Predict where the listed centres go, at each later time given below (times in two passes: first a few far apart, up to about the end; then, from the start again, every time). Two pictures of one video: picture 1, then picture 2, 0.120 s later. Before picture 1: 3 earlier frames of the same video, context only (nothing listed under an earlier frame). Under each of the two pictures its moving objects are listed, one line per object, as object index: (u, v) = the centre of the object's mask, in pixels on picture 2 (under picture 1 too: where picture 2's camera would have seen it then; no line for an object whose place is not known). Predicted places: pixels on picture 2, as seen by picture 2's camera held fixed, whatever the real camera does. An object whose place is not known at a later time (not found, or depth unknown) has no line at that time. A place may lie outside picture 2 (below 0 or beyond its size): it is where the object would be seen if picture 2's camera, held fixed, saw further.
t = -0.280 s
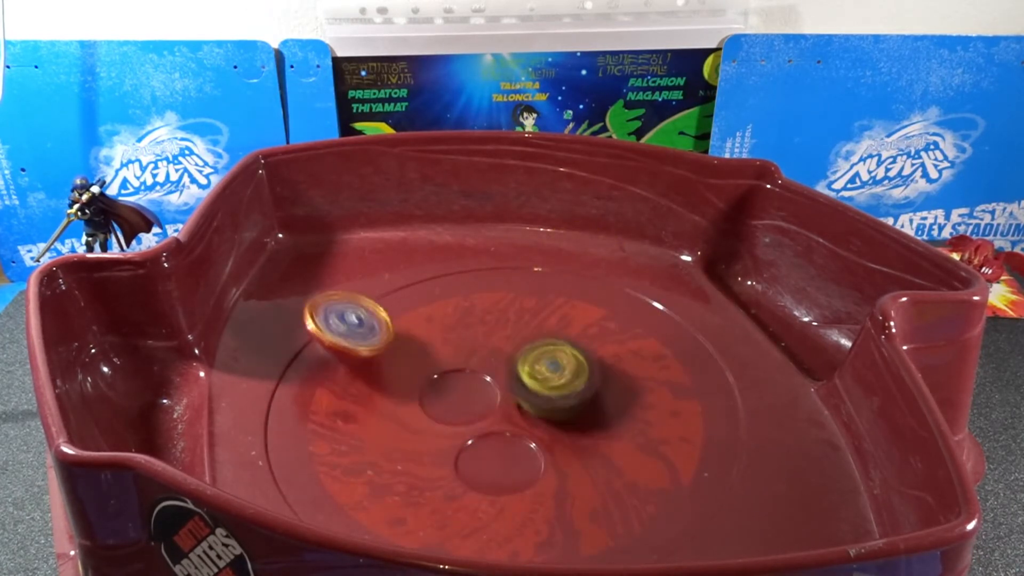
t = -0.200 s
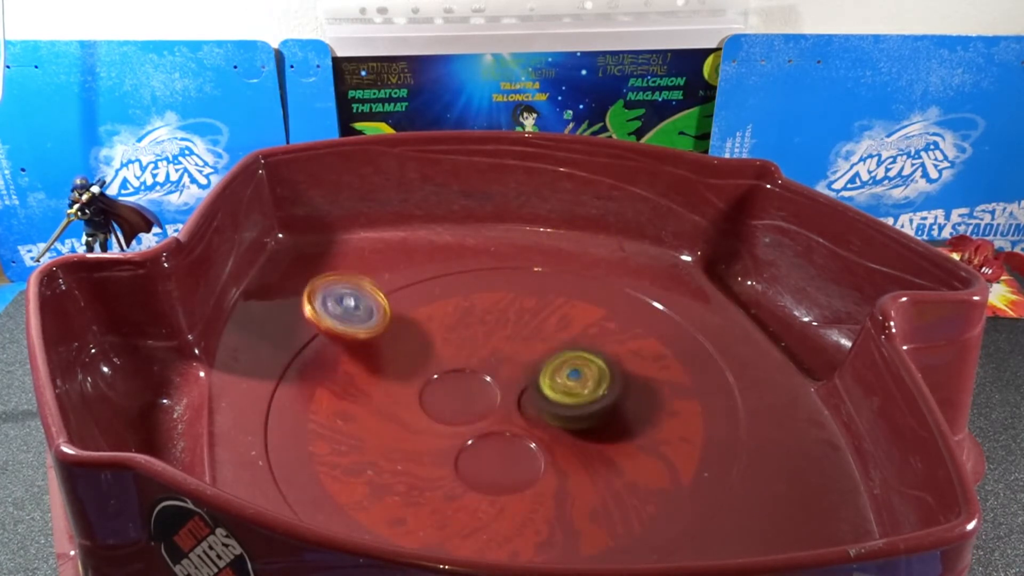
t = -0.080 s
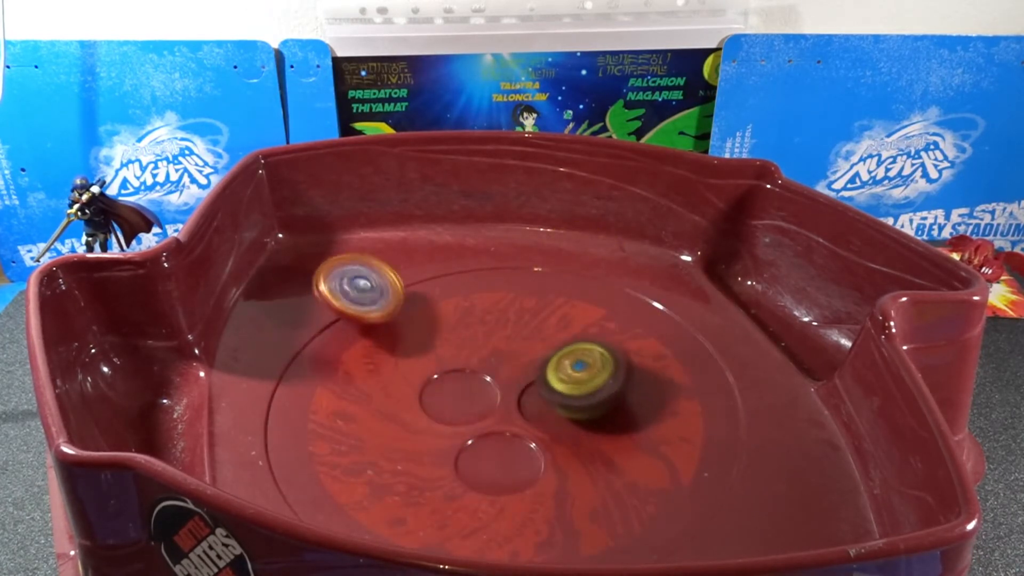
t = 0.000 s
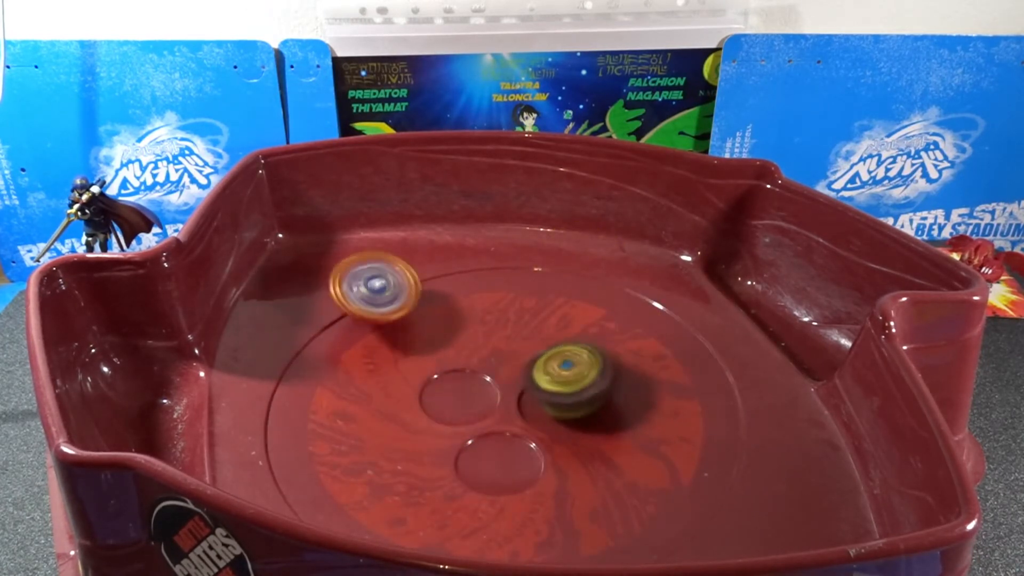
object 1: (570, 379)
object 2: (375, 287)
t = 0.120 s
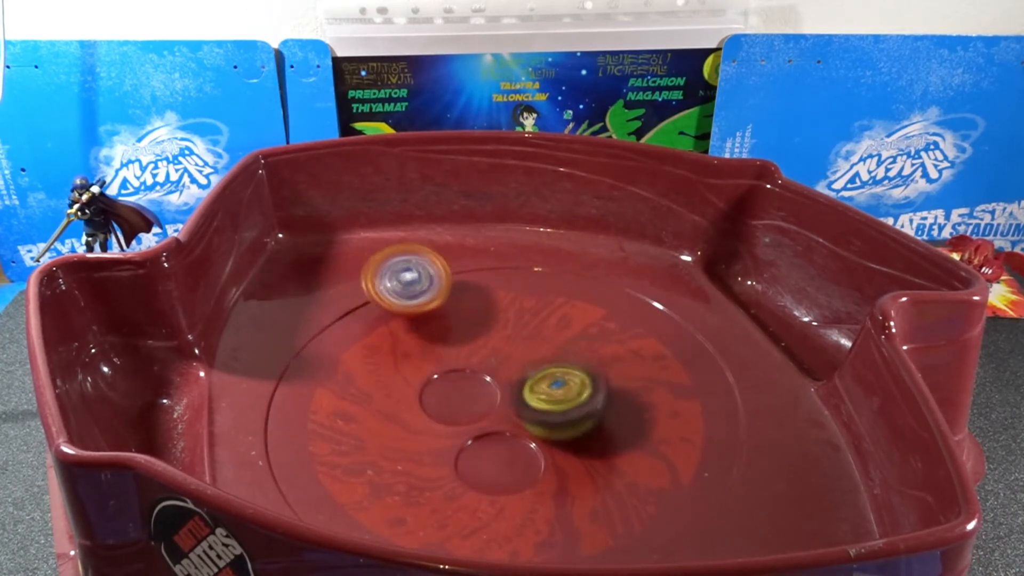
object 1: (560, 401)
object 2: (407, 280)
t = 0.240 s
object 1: (567, 396)
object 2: (443, 284)
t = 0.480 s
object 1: (560, 399)
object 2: (491, 331)
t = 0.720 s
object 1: (546, 398)
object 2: (476, 316)
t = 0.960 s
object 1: (538, 384)
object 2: (432, 358)
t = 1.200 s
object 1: (557, 376)
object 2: (452, 386)
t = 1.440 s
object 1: (563, 375)
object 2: (455, 374)
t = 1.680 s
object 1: (574, 383)
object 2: (450, 359)
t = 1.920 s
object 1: (571, 395)
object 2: (476, 351)
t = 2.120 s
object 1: (545, 397)
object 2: (443, 357)
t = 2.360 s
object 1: (560, 392)
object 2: (441, 378)
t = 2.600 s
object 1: (562, 369)
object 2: (460, 374)
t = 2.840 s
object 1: (560, 382)
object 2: (446, 364)
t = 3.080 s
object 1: (567, 400)
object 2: (471, 368)
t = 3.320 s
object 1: (559, 388)
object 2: (459, 374)
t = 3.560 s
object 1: (553, 388)
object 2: (450, 375)
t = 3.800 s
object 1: (563, 392)
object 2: (459, 364)
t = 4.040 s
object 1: (572, 391)
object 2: (462, 367)
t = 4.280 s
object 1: (560, 392)
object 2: (450, 372)
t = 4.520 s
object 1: (542, 392)
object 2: (447, 372)
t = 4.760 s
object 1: (576, 380)
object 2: (441, 367)
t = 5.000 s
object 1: (559, 365)
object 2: (461, 372)
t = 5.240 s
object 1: (540, 377)
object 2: (461, 368)
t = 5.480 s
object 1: (541, 394)
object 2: (460, 365)
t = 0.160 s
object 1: (564, 403)
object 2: (420, 279)
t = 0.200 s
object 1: (567, 399)
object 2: (432, 281)
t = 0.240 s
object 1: (567, 396)
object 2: (443, 284)
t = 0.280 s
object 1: (565, 395)
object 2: (454, 288)
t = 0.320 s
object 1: (558, 396)
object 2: (464, 295)
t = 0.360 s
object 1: (553, 399)
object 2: (472, 303)
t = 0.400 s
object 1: (551, 401)
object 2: (480, 311)
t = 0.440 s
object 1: (554, 401)
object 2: (486, 321)
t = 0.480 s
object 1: (560, 399)
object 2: (491, 331)
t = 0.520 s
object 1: (560, 397)
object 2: (494, 336)
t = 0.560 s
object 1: (561, 400)
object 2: (492, 325)
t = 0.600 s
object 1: (561, 399)
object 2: (491, 315)
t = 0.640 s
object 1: (557, 397)
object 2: (491, 312)
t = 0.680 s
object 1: (551, 397)
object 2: (485, 313)
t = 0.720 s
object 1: (546, 398)
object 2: (476, 316)
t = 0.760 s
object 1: (544, 397)
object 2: (465, 320)
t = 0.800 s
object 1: (548, 398)
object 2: (457, 324)
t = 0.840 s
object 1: (552, 397)
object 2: (450, 331)
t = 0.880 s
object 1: (550, 392)
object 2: (445, 338)
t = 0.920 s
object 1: (544, 388)
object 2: (438, 349)
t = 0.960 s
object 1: (538, 384)
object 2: (432, 358)
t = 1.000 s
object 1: (531, 380)
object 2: (430, 367)
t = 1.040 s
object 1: (532, 382)
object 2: (430, 375)
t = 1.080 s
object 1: (538, 386)
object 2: (434, 383)
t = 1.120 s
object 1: (541, 384)
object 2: (439, 387)
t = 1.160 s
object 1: (545, 380)
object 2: (450, 388)
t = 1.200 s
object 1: (557, 376)
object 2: (452, 386)
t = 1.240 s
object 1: (565, 371)
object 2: (449, 381)
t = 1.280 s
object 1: (568, 366)
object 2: (445, 379)
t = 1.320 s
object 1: (567, 364)
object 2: (440, 379)
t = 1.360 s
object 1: (562, 368)
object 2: (441, 379)
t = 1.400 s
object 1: (561, 372)
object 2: (451, 378)
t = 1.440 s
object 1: (563, 375)
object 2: (455, 374)
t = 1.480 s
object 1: (568, 377)
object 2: (453, 369)
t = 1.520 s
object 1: (574, 378)
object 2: (452, 363)
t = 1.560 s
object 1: (577, 378)
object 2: (452, 358)
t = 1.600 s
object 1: (577, 379)
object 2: (451, 353)
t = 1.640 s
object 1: (578, 380)
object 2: (451, 353)
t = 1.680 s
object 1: (574, 383)
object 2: (450, 359)
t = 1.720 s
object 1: (570, 387)
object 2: (454, 364)
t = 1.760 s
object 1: (566, 392)
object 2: (459, 364)
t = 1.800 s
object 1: (567, 395)
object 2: (468, 364)
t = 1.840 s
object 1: (568, 399)
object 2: (475, 364)
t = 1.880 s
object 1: (569, 399)
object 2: (480, 362)
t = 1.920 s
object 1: (571, 395)
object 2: (476, 351)
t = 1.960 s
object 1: (569, 394)
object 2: (469, 347)
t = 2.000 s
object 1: (564, 393)
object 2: (464, 346)
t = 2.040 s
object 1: (554, 395)
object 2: (456, 348)
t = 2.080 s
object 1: (548, 397)
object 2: (447, 352)
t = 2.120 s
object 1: (545, 397)
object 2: (443, 357)
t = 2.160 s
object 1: (546, 397)
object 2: (442, 363)
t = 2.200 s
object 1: (545, 397)
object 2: (442, 369)
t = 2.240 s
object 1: (545, 396)
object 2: (443, 374)
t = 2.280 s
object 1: (547, 397)
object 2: (440, 375)
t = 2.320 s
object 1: (556, 396)
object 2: (440, 376)
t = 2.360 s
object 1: (560, 392)
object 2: (441, 378)
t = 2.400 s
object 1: (563, 388)
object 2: (441, 380)
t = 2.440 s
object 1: (565, 383)
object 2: (447, 384)
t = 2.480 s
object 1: (566, 380)
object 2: (451, 383)
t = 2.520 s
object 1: (564, 375)
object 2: (456, 381)
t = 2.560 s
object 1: (563, 372)
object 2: (461, 376)
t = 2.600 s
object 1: (562, 369)
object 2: (460, 374)
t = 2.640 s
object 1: (563, 368)
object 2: (452, 369)
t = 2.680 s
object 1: (562, 368)
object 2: (450, 368)
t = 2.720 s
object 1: (561, 370)
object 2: (448, 366)
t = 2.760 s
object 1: (560, 374)
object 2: (445, 365)
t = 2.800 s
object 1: (558, 378)
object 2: (447, 364)
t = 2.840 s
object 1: (560, 382)
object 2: (446, 364)
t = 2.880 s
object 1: (560, 386)
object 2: (450, 364)
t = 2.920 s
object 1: (560, 391)
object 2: (455, 366)
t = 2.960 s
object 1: (561, 395)
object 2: (456, 366)
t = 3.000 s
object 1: (562, 398)
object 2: (459, 365)
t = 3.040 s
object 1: (564, 400)
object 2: (465, 367)
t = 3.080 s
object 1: (567, 400)
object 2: (471, 368)
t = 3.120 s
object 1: (572, 399)
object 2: (470, 368)
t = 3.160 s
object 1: (576, 396)
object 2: (471, 367)
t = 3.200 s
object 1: (575, 393)
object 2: (469, 368)
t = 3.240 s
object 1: (568, 391)
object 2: (467, 370)
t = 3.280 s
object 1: (563, 389)
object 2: (464, 372)
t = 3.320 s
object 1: (559, 388)
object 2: (459, 374)
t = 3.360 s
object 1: (558, 388)
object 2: (450, 376)
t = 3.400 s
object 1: (557, 387)
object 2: (448, 375)
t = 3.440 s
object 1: (556, 386)
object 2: (451, 376)
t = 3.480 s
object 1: (555, 386)
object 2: (454, 378)
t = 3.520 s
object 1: (553, 387)
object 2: (453, 377)
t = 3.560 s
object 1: (553, 388)
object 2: (450, 375)
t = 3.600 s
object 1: (551, 389)
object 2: (450, 371)
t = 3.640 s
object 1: (554, 391)
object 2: (453, 365)
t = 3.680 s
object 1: (555, 392)
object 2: (460, 363)
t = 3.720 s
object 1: (559, 393)
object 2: (462, 364)
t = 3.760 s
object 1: (560, 392)
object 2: (461, 365)
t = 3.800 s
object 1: (563, 392)
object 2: (459, 364)
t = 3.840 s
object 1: (564, 391)
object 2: (462, 364)
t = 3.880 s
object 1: (563, 389)
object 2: (468, 365)
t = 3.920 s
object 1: (564, 389)
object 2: (468, 366)
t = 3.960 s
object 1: (566, 390)
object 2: (463, 367)
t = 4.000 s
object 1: (568, 390)
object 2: (461, 366)
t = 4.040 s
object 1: (572, 391)
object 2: (462, 367)
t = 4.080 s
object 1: (573, 391)
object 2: (465, 368)
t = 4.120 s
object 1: (572, 391)
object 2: (467, 367)
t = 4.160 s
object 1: (570, 391)
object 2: (464, 368)
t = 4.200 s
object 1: (567, 392)
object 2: (460, 370)
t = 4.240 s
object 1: (561, 391)
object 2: (455, 373)
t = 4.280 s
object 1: (560, 392)
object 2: (450, 372)
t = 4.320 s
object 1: (555, 391)
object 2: (444, 373)
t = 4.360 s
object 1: (551, 392)
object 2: (444, 370)
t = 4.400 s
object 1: (548, 391)
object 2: (445, 371)
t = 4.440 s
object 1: (545, 392)
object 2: (446, 371)
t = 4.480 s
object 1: (543, 392)
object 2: (448, 371)
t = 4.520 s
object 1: (542, 392)
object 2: (447, 372)
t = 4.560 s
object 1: (543, 391)
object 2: (450, 373)
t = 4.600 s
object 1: (544, 391)
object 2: (450, 373)
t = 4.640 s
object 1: (546, 390)
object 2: (452, 374)
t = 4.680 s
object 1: (560, 390)
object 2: (444, 370)
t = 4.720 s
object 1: (571, 385)
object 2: (443, 369)
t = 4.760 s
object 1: (576, 380)
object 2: (441, 367)
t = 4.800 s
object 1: (575, 375)
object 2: (448, 368)
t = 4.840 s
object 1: (571, 370)
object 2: (456, 370)
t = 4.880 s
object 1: (569, 367)
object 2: (459, 372)
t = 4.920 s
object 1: (567, 365)
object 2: (459, 373)
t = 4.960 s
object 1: (564, 365)
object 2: (460, 372)
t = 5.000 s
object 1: (559, 365)
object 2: (461, 372)
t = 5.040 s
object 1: (552, 367)
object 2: (461, 371)
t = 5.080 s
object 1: (549, 368)
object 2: (461, 370)
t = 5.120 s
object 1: (547, 369)
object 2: (462, 370)
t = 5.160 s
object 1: (546, 372)
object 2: (462, 370)
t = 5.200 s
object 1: (542, 374)
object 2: (462, 369)
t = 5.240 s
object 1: (540, 377)
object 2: (461, 368)
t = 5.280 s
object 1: (540, 380)
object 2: (461, 366)
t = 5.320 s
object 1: (537, 382)
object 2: (461, 366)
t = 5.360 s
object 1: (537, 386)
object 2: (460, 367)
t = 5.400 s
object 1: (537, 388)
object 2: (460, 367)
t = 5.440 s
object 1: (539, 392)
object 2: (460, 366)
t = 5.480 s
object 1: (541, 394)
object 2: (460, 365)
